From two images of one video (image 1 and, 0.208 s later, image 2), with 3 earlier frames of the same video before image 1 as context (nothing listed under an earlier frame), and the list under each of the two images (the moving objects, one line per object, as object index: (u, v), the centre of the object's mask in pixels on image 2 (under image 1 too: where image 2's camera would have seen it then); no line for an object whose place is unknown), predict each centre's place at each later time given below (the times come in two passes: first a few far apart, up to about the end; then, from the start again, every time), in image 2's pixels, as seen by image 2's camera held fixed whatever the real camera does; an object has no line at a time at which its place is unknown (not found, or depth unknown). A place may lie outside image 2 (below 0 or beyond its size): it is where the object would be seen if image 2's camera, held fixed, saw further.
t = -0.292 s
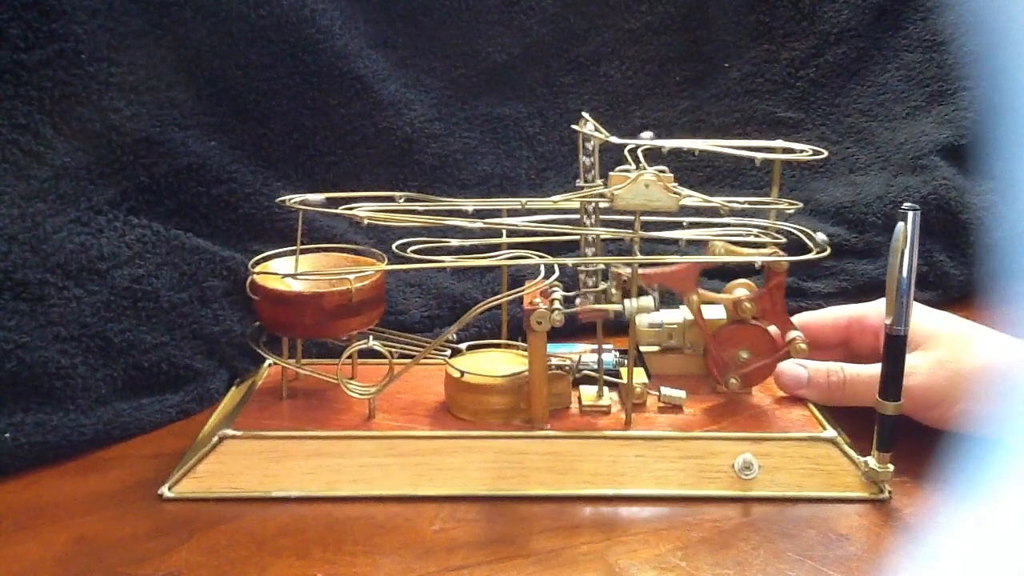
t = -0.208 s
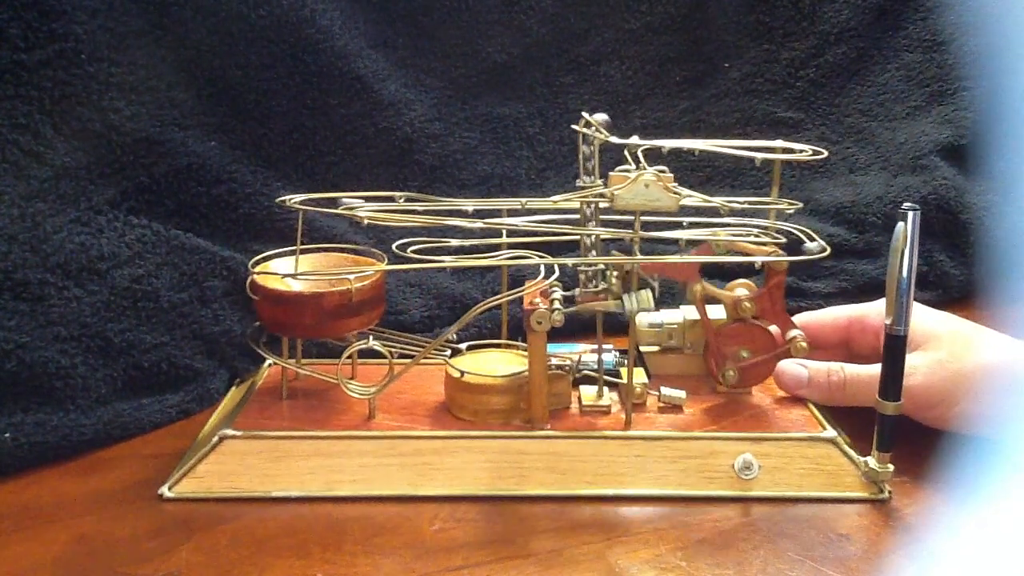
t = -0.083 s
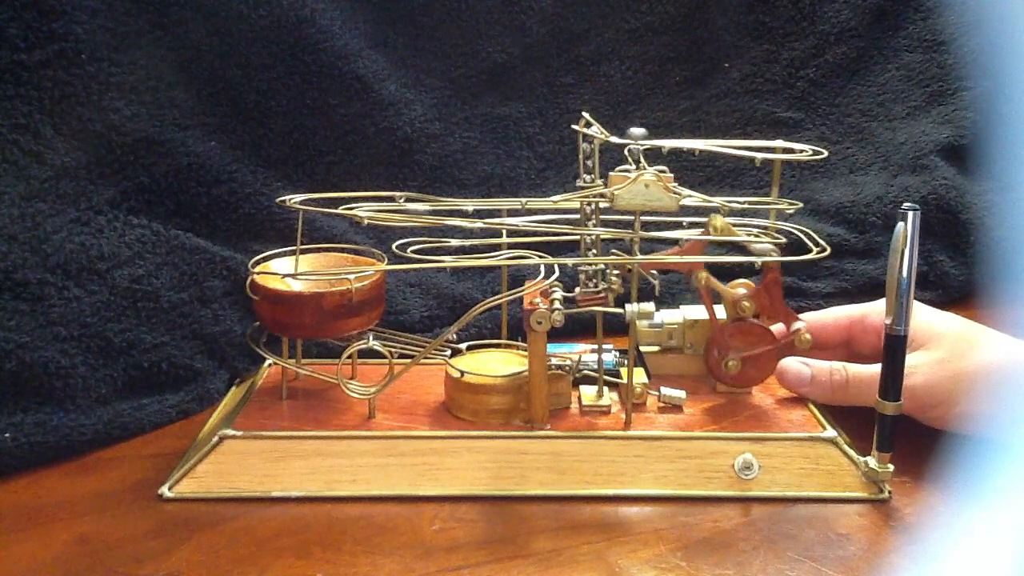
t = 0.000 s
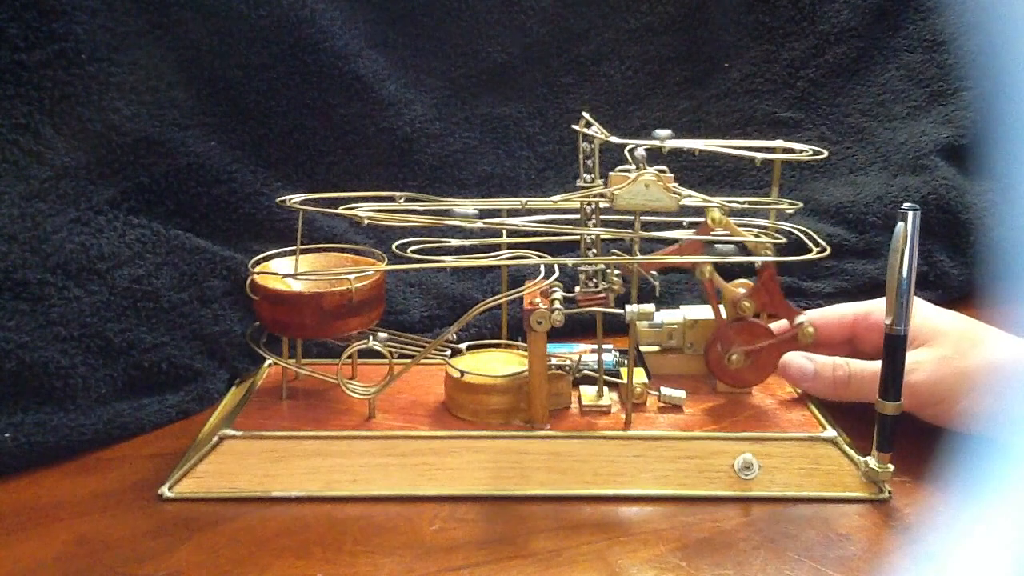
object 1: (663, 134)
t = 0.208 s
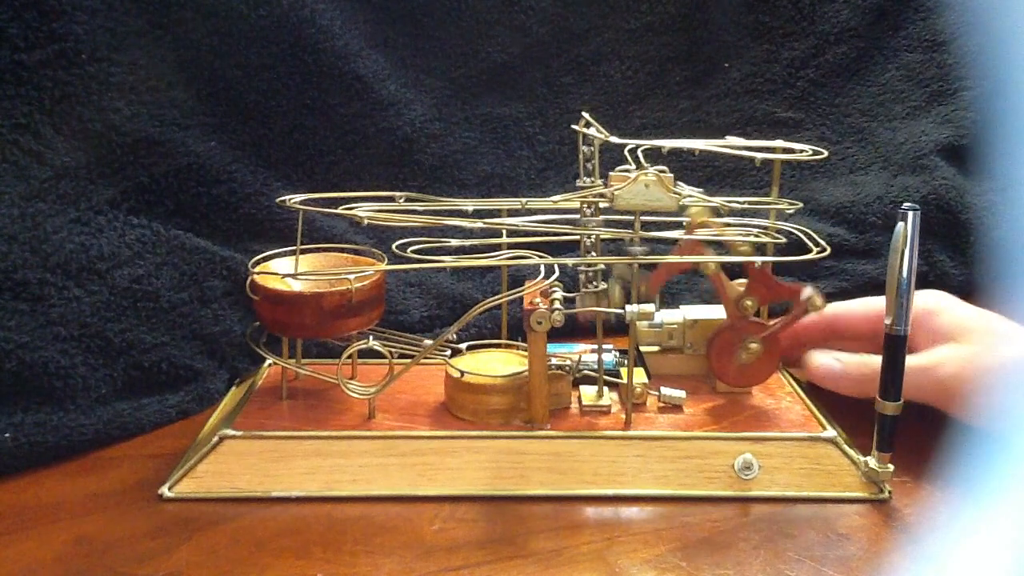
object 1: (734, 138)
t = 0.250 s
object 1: (749, 141)
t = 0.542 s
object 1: (816, 142)
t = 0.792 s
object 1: (747, 135)
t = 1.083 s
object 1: (660, 134)
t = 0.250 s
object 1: (749, 141)
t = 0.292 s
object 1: (772, 148)
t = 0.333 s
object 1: (785, 149)
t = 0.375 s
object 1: (801, 150)
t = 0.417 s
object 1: (812, 147)
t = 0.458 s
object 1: (818, 146)
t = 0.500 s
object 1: (820, 144)
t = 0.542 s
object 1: (816, 142)
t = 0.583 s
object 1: (807, 139)
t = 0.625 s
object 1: (796, 137)
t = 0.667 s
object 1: (784, 136)
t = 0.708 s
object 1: (771, 135)
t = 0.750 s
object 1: (760, 135)
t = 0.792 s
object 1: (747, 135)
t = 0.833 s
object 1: (735, 134)
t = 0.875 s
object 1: (722, 134)
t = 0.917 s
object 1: (710, 134)
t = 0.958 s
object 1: (697, 134)
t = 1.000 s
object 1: (685, 134)
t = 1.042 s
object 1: (672, 134)
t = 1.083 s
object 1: (660, 134)
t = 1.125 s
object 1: (649, 135)
